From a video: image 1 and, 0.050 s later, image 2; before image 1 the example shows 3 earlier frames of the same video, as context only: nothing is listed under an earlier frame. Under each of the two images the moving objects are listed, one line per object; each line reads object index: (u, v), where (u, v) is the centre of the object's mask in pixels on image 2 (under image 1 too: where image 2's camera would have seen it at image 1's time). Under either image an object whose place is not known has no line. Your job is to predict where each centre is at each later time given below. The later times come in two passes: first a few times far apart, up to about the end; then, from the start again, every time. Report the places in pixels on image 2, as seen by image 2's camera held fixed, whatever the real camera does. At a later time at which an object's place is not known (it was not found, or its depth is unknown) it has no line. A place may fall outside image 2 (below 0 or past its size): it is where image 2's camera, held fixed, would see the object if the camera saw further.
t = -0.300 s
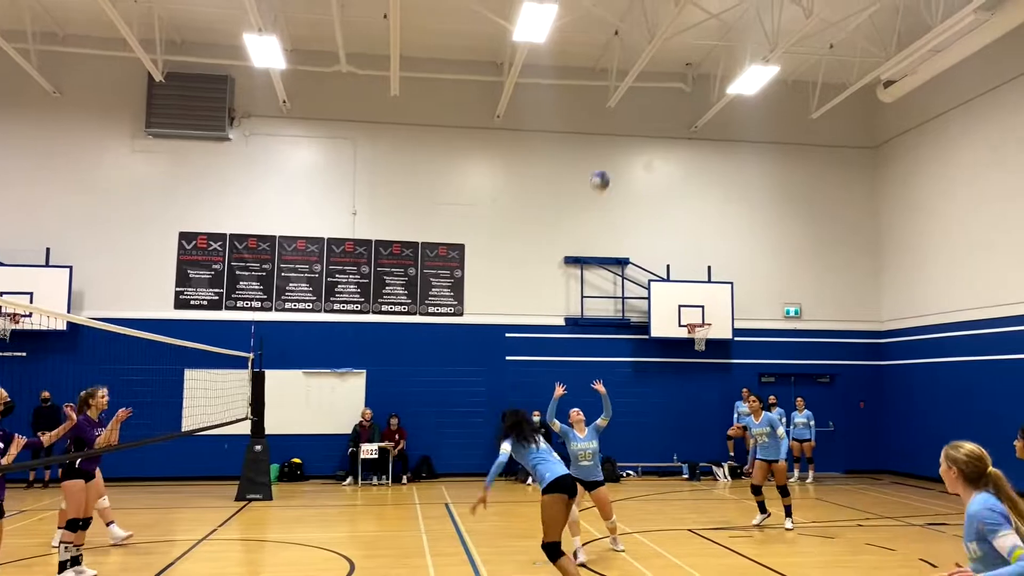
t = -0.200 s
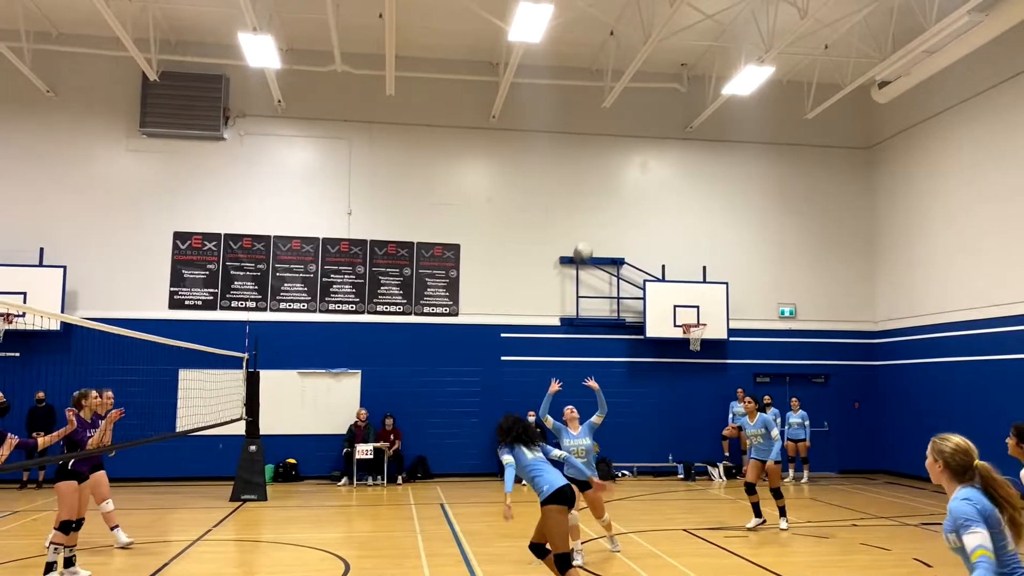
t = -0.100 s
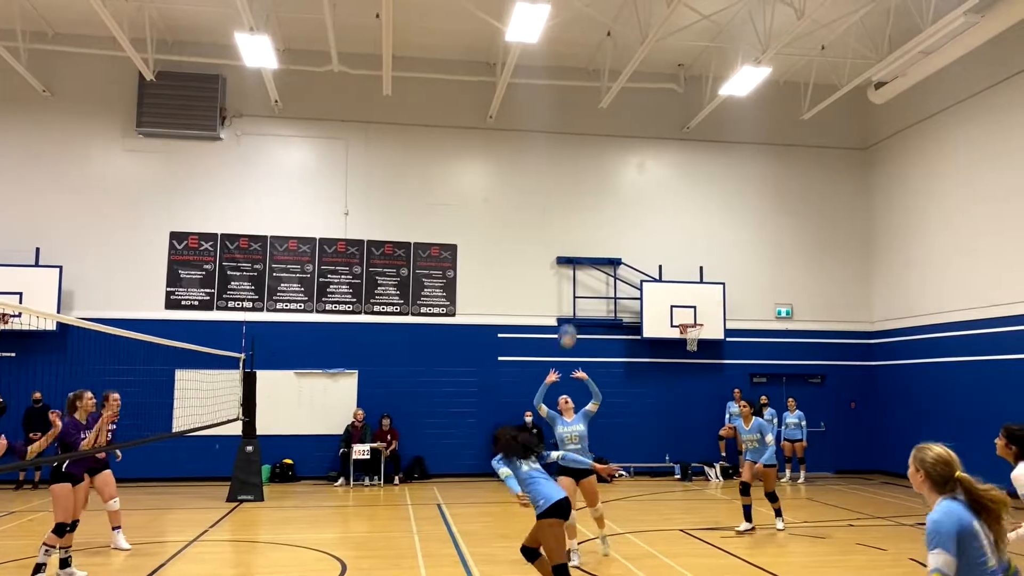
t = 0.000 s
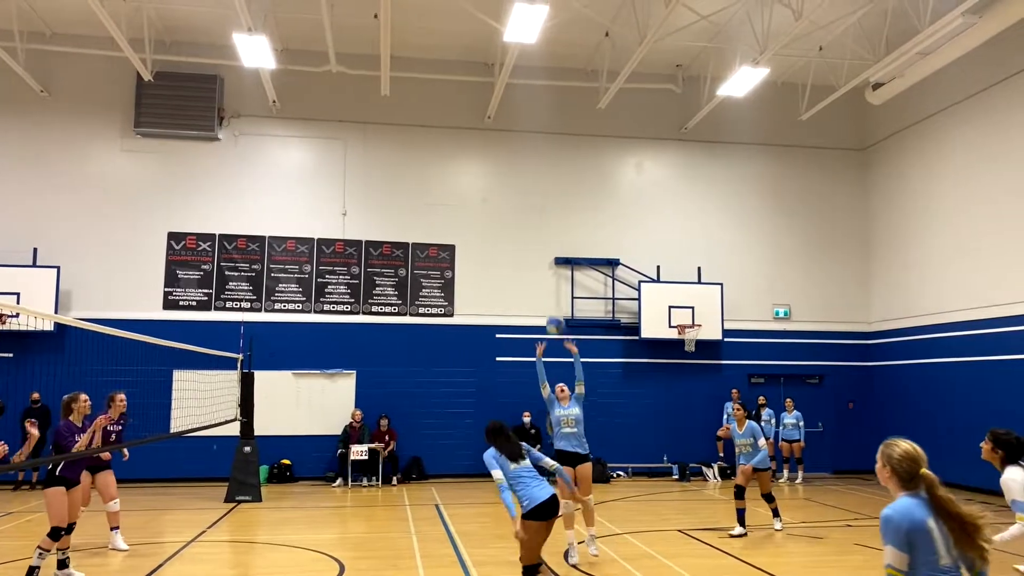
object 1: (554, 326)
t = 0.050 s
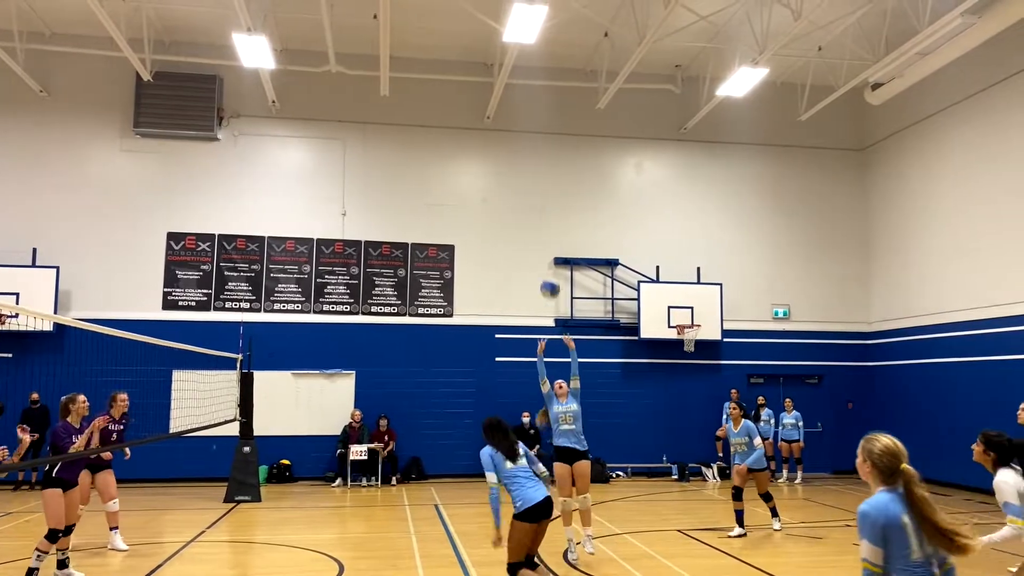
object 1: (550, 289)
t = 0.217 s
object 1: (534, 178)
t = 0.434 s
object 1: (514, 69)
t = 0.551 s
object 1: (500, 27)
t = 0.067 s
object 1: (548, 277)
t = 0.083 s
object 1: (546, 265)
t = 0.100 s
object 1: (545, 254)
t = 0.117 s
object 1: (543, 243)
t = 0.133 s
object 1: (542, 231)
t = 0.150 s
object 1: (540, 220)
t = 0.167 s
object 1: (539, 209)
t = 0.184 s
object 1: (537, 199)
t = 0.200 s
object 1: (536, 189)
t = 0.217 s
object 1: (534, 178)
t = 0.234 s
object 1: (533, 169)
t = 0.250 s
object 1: (531, 159)
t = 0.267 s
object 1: (530, 150)
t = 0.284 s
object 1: (528, 141)
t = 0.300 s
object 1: (527, 132)
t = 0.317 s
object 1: (525, 124)
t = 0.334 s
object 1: (524, 115)
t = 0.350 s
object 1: (522, 107)
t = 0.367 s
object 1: (520, 99)
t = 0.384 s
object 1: (519, 91)
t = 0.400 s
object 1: (517, 84)
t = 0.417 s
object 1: (515, 77)
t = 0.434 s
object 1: (514, 69)
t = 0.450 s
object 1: (512, 63)
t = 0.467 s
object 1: (511, 57)
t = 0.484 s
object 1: (508, 51)
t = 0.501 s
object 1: (506, 45)
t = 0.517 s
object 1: (505, 40)
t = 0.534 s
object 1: (502, 34)
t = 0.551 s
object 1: (500, 27)
